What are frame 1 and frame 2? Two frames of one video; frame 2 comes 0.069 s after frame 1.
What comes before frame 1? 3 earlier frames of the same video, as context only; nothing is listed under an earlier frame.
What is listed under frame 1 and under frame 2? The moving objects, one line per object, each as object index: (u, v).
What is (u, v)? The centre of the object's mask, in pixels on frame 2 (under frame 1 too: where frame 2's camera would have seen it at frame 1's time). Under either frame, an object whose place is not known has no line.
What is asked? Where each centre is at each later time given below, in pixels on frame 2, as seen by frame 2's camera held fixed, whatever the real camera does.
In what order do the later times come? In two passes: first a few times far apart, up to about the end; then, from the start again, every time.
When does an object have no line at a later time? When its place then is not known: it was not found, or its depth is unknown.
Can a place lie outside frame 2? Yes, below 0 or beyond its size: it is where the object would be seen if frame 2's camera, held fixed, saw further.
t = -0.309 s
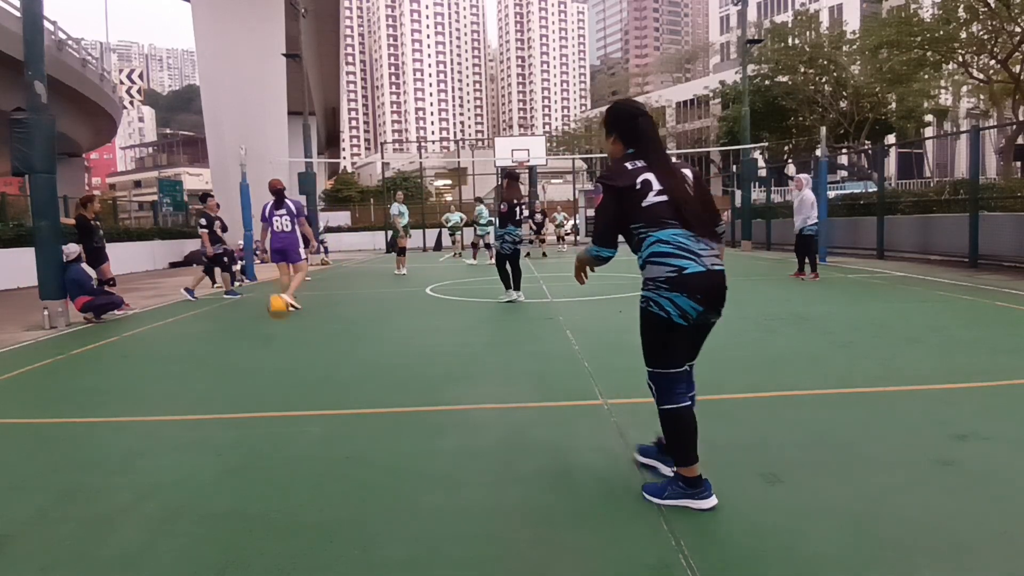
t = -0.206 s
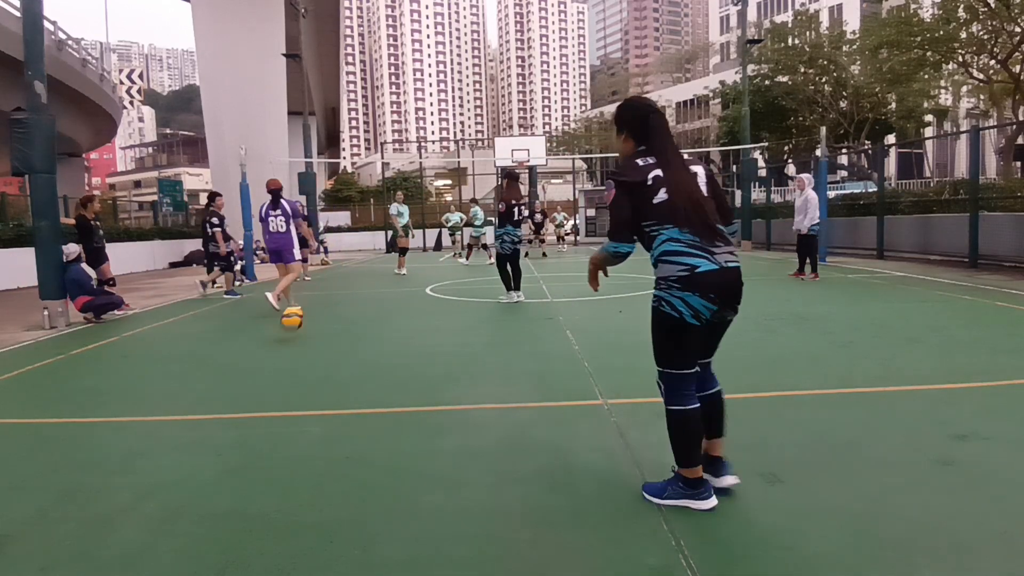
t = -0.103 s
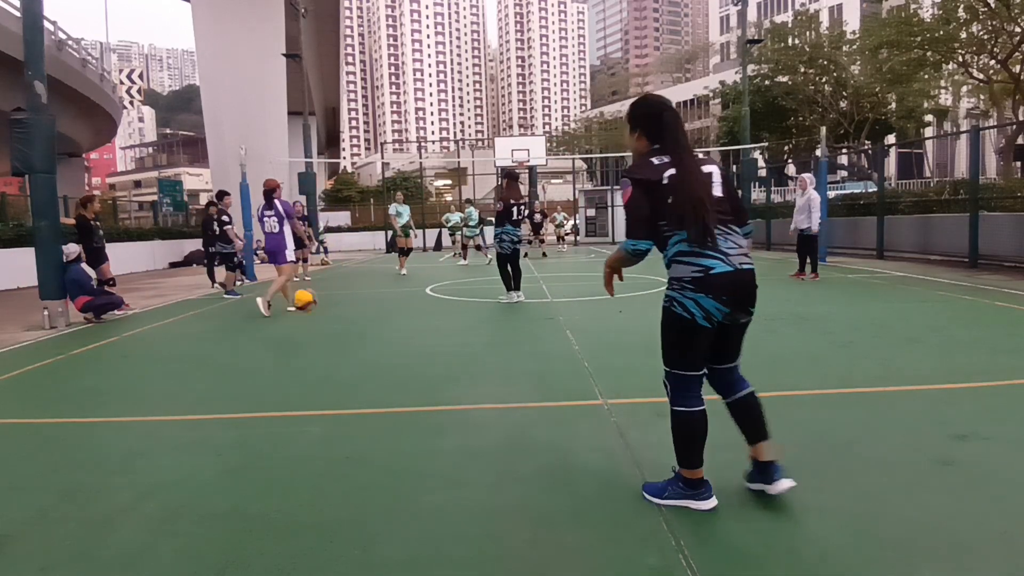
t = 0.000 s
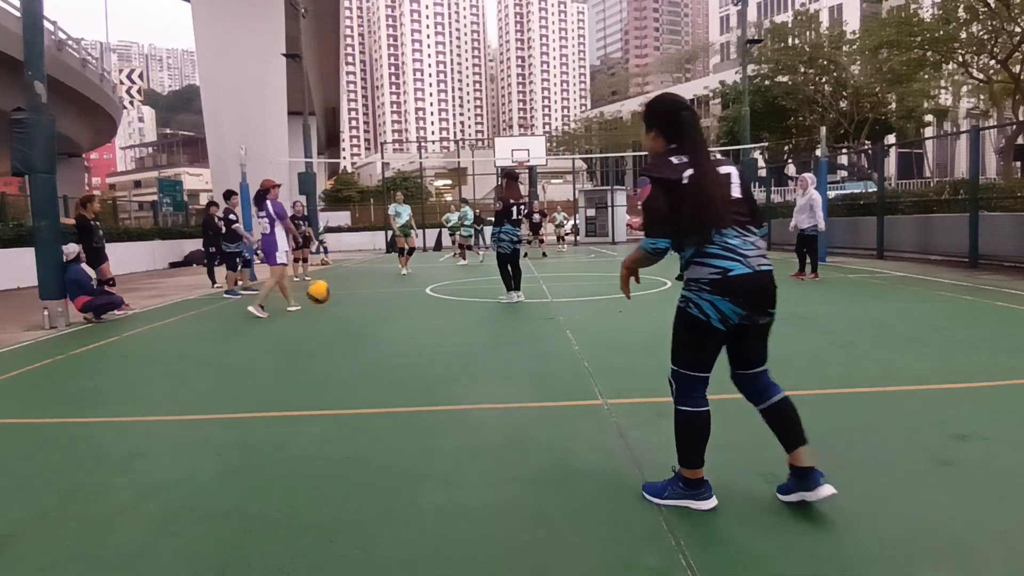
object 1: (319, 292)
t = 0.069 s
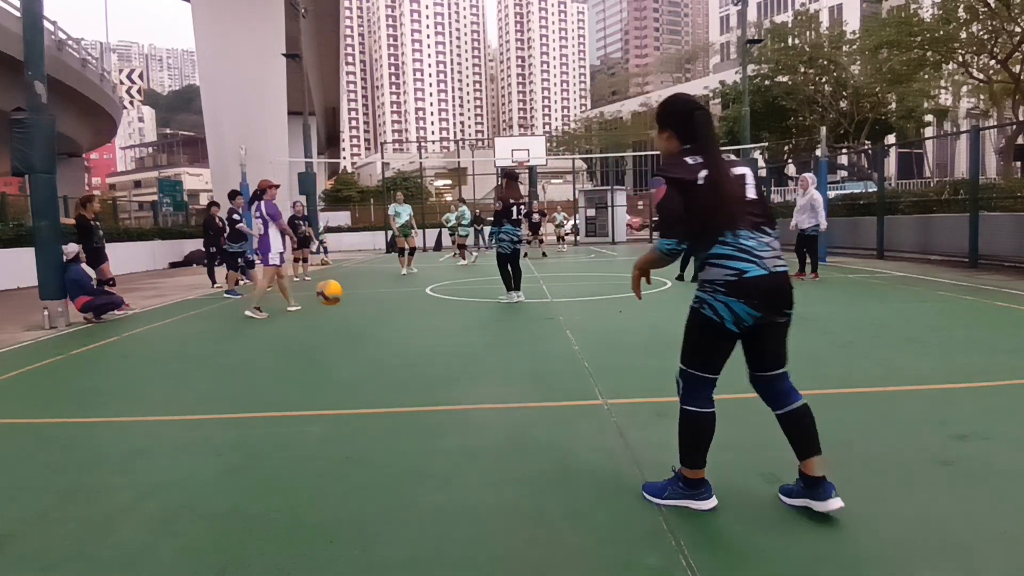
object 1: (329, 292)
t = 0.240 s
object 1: (361, 322)
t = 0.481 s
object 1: (409, 324)
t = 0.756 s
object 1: (478, 353)
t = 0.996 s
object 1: (554, 358)
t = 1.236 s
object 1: (652, 406)
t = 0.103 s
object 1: (335, 295)
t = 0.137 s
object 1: (342, 299)
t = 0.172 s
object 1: (348, 305)
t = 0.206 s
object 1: (352, 312)
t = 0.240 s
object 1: (361, 322)
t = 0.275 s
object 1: (368, 332)
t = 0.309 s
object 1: (374, 343)
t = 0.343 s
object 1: (382, 350)
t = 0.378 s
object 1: (388, 340)
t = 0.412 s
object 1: (395, 334)
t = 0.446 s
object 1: (401, 328)
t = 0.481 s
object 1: (409, 324)
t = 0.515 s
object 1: (416, 322)
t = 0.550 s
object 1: (424, 321)
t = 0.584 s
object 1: (432, 321)
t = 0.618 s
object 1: (441, 324)
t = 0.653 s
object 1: (449, 328)
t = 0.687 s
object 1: (457, 335)
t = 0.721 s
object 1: (468, 343)
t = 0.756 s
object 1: (478, 353)
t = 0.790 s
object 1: (488, 366)
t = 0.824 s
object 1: (499, 381)
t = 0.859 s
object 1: (509, 379)
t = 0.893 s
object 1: (519, 371)
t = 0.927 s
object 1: (529, 365)
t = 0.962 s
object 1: (541, 361)
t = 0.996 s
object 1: (554, 358)
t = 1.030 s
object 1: (567, 359)
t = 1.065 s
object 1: (578, 360)
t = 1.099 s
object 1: (592, 365)
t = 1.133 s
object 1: (606, 372)
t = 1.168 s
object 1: (620, 381)
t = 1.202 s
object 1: (637, 393)
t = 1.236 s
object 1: (652, 406)
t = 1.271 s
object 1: (672, 428)
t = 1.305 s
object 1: (687, 422)
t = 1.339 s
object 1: (705, 416)
